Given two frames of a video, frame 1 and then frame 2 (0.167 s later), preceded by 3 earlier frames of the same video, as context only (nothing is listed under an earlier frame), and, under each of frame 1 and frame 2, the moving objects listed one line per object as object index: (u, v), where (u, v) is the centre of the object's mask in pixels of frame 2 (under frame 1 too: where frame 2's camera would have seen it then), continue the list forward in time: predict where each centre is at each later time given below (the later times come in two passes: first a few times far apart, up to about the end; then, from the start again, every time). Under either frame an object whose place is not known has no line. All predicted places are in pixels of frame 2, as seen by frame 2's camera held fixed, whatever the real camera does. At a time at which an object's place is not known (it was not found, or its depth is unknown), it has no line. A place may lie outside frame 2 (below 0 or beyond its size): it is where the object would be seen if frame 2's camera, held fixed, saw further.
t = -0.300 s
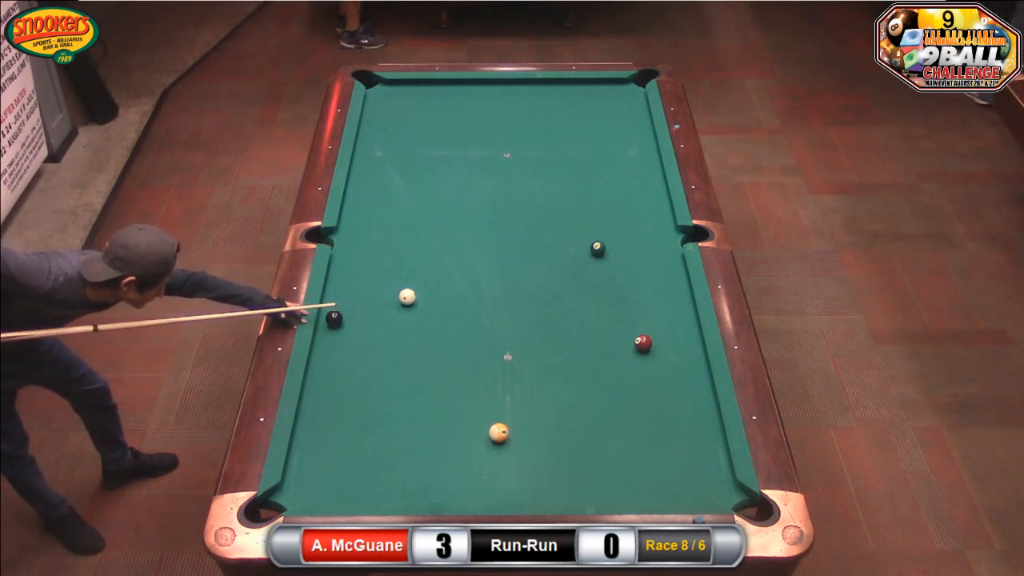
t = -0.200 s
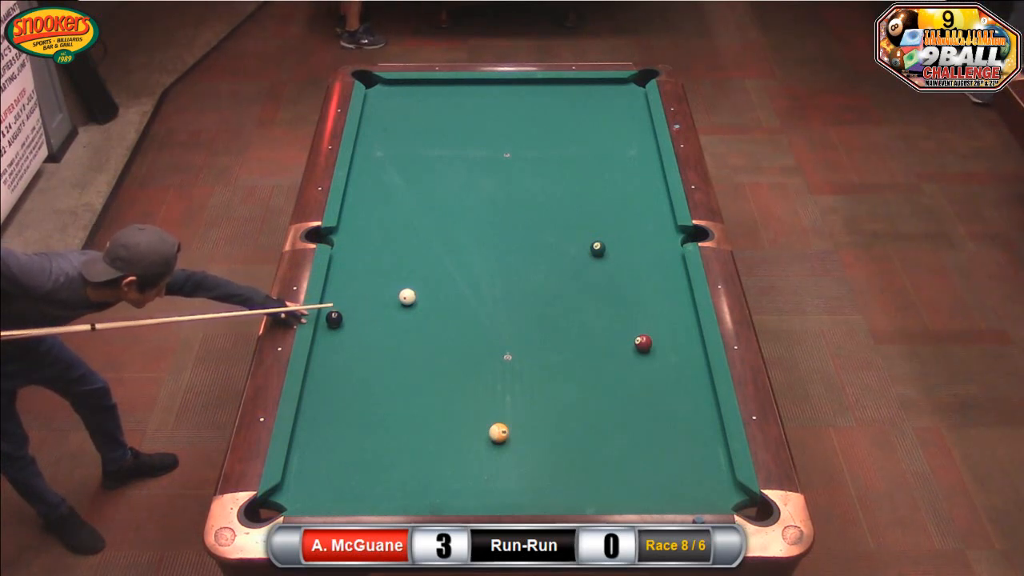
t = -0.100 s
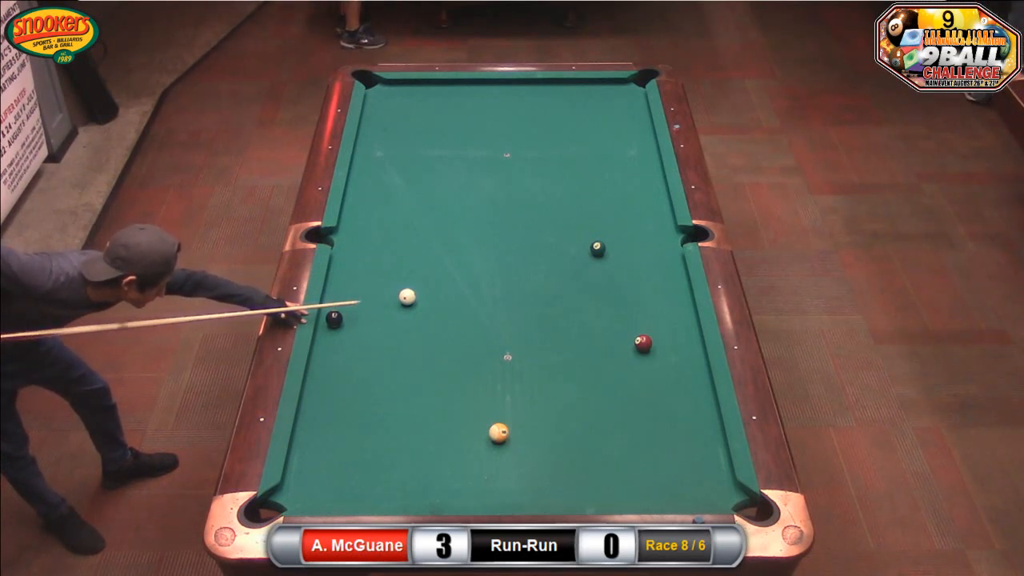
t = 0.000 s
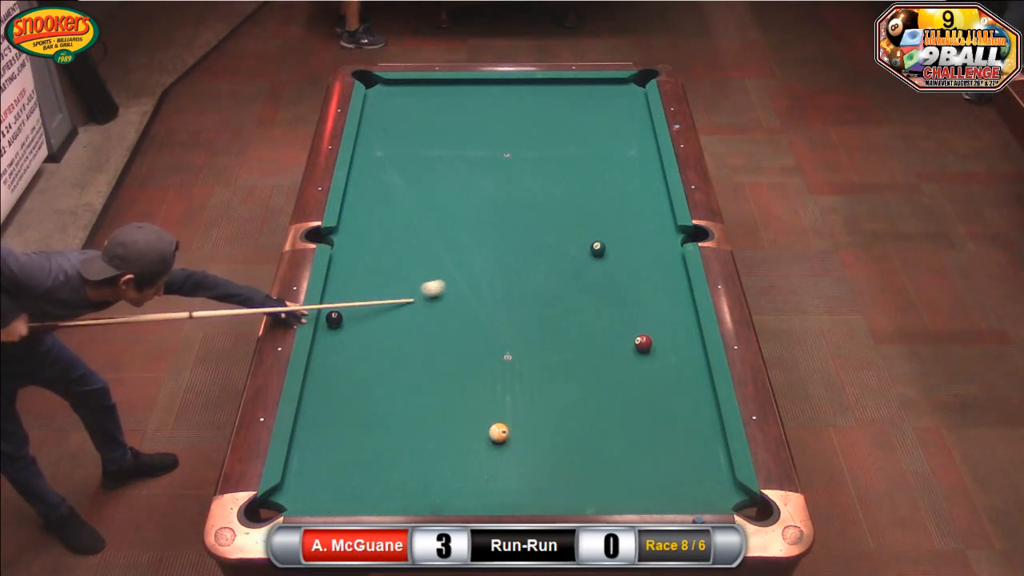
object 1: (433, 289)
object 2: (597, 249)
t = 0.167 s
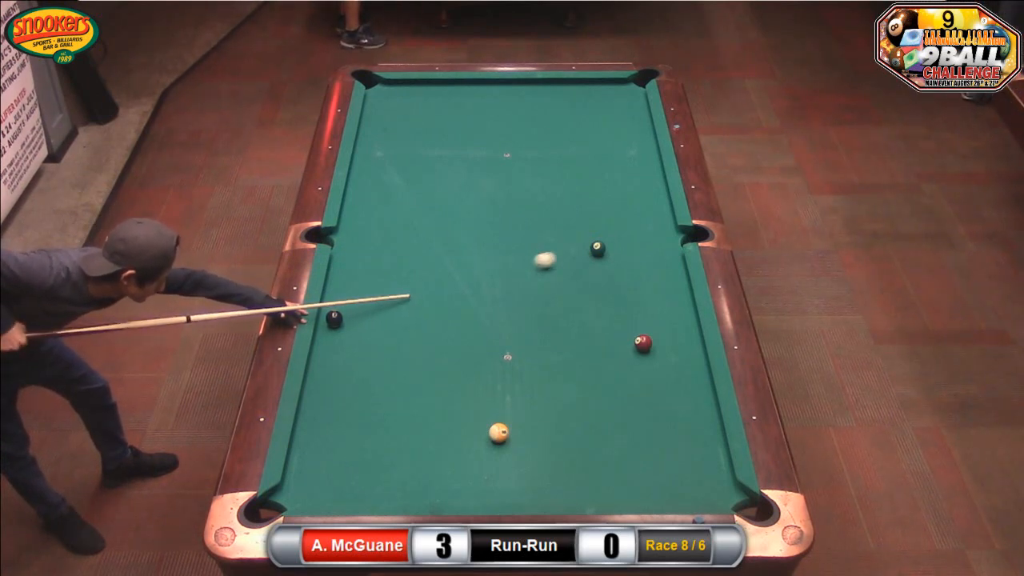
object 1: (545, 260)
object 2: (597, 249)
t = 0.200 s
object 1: (564, 255)
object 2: (597, 249)
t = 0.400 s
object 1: (578, 246)
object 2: (674, 235)
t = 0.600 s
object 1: (572, 240)
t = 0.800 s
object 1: (567, 236)
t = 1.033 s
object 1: (561, 231)
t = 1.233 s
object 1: (558, 227)
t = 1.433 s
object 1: (555, 224)
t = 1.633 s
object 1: (552, 221)
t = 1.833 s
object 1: (549, 219)
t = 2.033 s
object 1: (547, 217)
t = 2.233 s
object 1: (545, 216)
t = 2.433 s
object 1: (544, 215)
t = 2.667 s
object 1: (543, 214)
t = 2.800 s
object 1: (543, 214)
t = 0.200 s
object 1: (564, 255)
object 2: (597, 249)
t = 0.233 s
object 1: (581, 251)
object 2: (598, 249)
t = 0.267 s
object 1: (582, 249)
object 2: (614, 246)
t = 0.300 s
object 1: (581, 249)
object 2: (631, 243)
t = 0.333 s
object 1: (580, 248)
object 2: (646, 241)
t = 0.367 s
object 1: (579, 247)
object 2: (660, 238)
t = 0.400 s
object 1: (578, 246)
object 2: (674, 235)
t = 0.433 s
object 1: (577, 245)
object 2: (686, 234)
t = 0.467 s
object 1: (576, 244)
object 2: (696, 236)
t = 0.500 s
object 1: (575, 243)
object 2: (702, 240)
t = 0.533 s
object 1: (574, 242)
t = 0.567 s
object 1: (573, 241)
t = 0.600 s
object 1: (572, 240)
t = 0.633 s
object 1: (571, 240)
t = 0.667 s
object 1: (570, 239)
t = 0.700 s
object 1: (569, 238)
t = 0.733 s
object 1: (568, 237)
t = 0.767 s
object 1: (568, 237)
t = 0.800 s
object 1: (567, 236)
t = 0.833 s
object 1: (566, 235)
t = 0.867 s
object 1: (565, 234)
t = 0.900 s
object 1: (564, 234)
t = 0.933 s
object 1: (564, 233)
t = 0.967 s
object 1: (563, 232)
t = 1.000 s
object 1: (562, 231)
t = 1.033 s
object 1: (561, 231)
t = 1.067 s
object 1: (561, 230)
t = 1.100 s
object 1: (560, 229)
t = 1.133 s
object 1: (560, 229)
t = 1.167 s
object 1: (559, 228)
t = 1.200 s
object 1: (558, 228)
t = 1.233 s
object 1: (558, 227)
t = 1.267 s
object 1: (557, 226)
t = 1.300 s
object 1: (557, 226)
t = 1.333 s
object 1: (556, 225)
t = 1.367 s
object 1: (556, 225)
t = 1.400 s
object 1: (555, 224)
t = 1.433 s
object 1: (555, 224)
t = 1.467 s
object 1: (554, 223)
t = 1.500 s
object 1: (554, 223)
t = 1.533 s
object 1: (553, 222)
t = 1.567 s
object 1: (553, 222)
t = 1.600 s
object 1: (552, 221)
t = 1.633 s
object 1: (552, 221)
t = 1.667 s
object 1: (551, 221)
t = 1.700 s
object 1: (551, 220)
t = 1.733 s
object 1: (550, 220)
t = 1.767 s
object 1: (550, 220)
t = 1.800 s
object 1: (549, 219)
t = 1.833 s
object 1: (549, 219)
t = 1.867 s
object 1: (549, 219)
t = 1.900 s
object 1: (548, 218)
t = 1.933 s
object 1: (548, 218)
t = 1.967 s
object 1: (547, 218)
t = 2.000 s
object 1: (547, 217)
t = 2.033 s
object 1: (547, 217)
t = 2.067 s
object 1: (546, 217)
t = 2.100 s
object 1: (546, 217)
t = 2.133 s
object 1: (546, 216)
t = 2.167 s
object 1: (546, 216)
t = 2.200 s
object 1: (545, 216)
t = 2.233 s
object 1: (545, 216)
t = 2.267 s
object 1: (545, 216)
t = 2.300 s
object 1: (545, 215)
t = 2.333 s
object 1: (544, 215)
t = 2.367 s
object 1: (544, 215)
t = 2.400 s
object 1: (544, 215)
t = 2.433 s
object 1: (544, 215)
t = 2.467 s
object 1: (544, 215)
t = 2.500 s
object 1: (544, 215)
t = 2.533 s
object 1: (544, 214)
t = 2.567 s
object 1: (544, 214)
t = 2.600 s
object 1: (543, 214)
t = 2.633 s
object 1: (544, 214)
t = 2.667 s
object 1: (543, 214)
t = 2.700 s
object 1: (543, 214)
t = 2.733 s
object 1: (543, 214)
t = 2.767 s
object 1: (543, 214)
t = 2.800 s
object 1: (543, 214)
